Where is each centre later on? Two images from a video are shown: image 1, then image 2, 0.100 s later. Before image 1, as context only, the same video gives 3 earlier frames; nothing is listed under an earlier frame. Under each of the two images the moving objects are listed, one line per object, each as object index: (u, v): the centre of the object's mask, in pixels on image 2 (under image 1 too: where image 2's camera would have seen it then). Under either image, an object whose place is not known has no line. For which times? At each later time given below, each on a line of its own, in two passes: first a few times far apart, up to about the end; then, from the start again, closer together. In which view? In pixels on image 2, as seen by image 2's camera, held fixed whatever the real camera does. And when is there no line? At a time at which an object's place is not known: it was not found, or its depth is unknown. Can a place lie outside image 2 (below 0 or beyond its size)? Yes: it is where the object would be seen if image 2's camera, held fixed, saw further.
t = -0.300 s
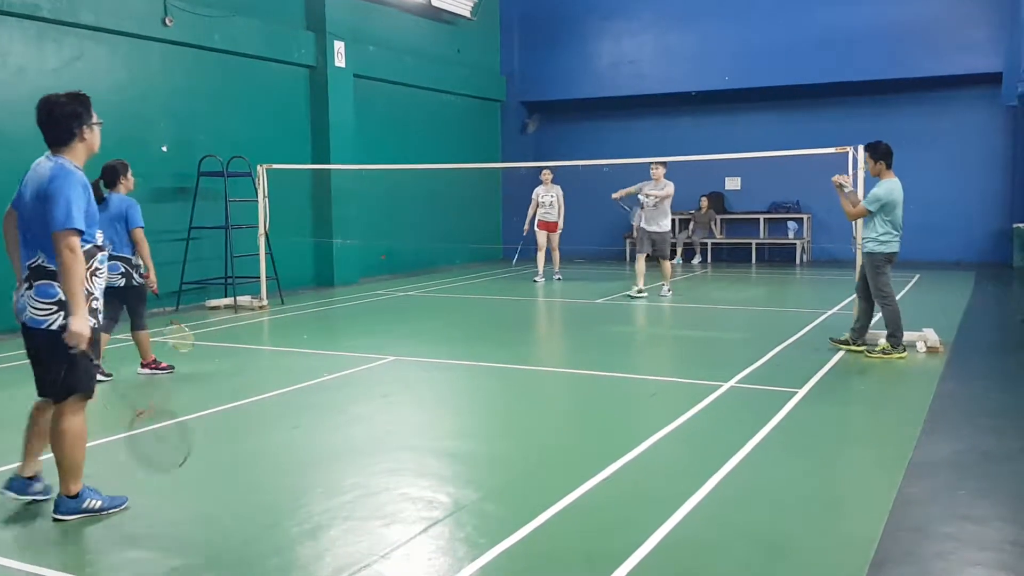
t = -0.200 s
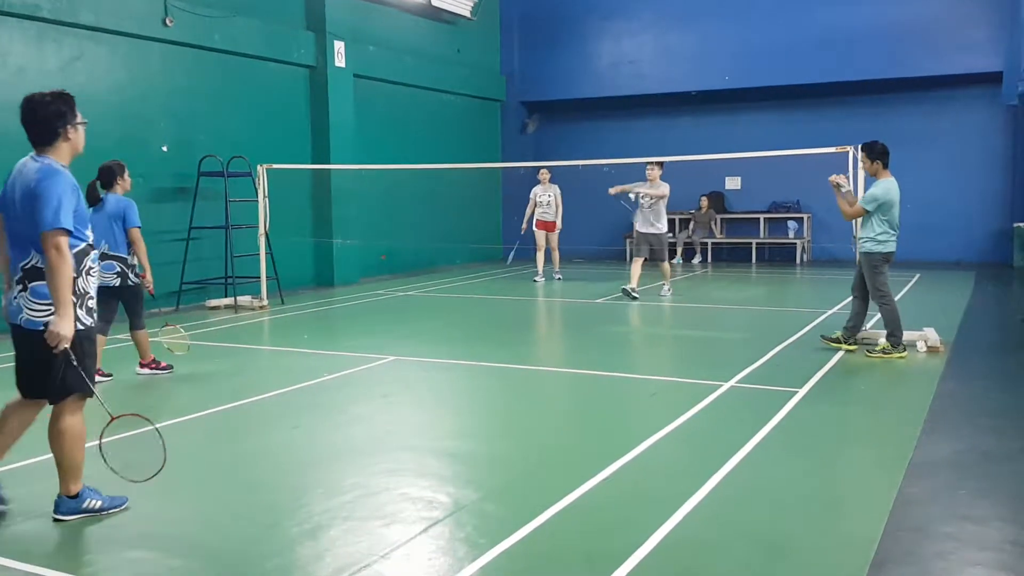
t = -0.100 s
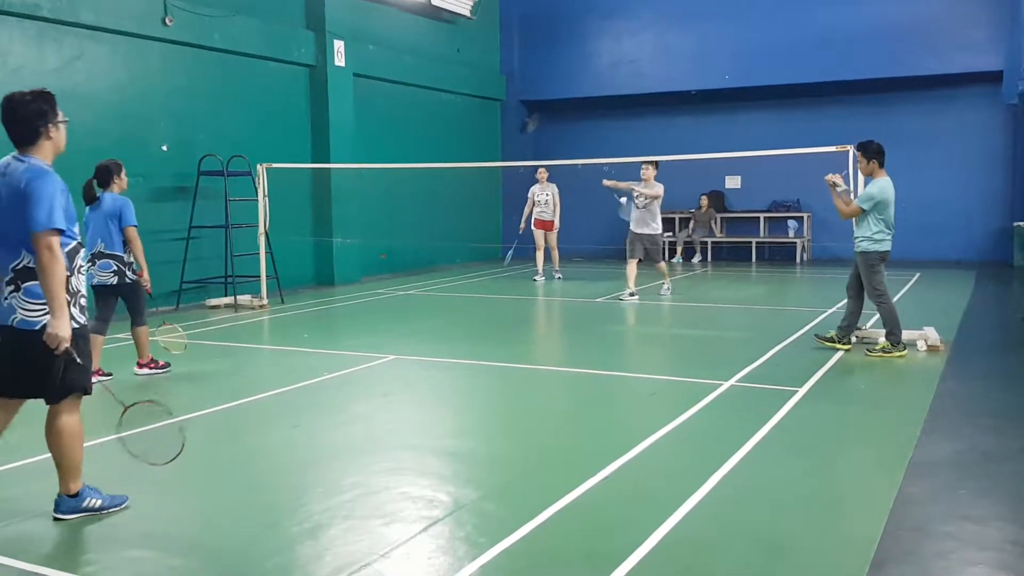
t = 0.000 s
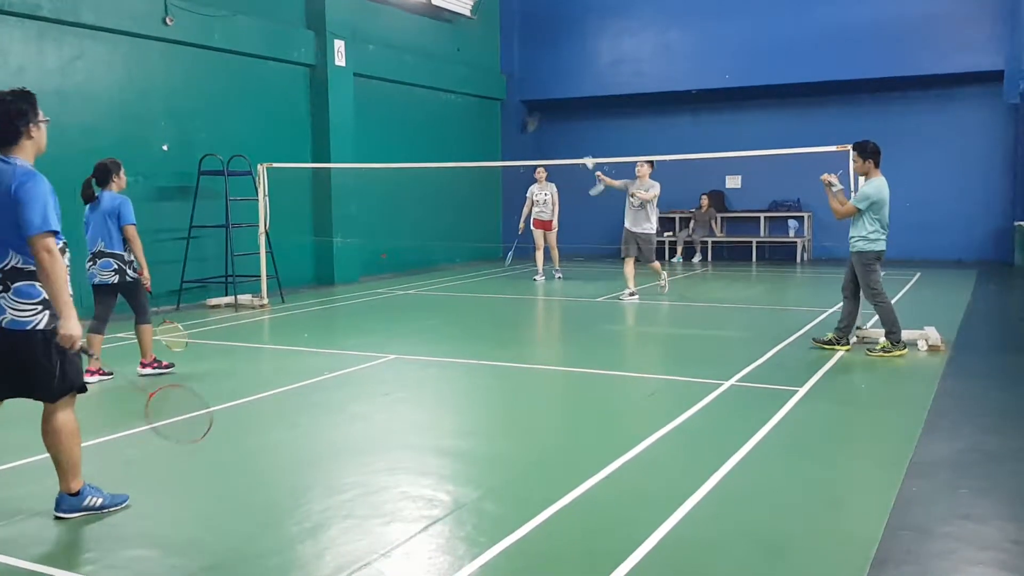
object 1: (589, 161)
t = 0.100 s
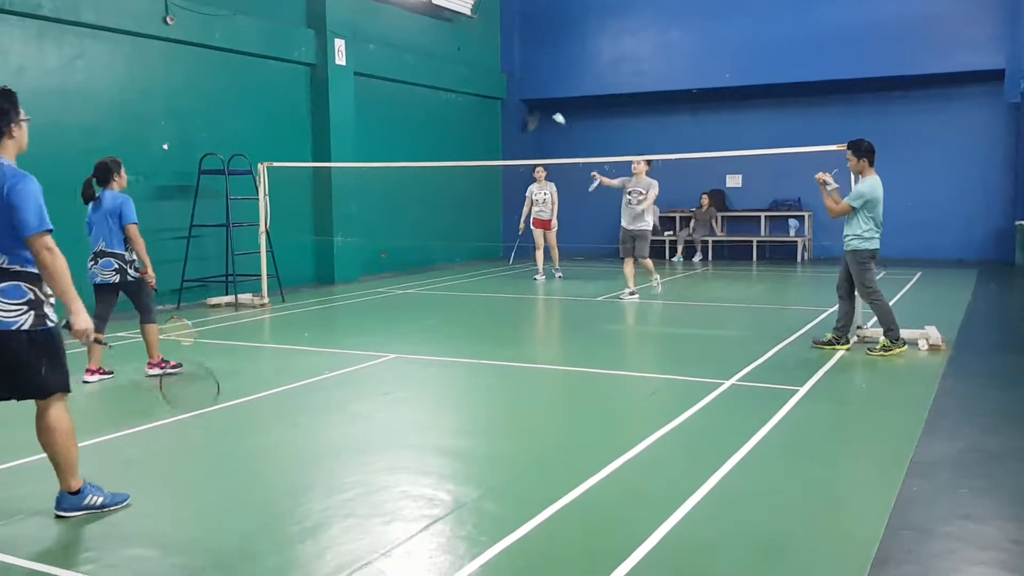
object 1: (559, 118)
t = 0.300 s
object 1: (492, 78)
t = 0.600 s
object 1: (401, 95)
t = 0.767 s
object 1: (356, 149)
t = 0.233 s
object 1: (513, 88)
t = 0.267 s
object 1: (502, 82)
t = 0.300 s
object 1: (492, 78)
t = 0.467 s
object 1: (441, 74)
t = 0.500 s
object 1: (431, 77)
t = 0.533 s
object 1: (421, 82)
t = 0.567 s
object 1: (412, 88)
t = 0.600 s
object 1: (401, 95)
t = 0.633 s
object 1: (392, 103)
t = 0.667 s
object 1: (383, 113)
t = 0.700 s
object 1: (374, 123)
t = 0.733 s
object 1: (364, 136)
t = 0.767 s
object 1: (356, 149)
